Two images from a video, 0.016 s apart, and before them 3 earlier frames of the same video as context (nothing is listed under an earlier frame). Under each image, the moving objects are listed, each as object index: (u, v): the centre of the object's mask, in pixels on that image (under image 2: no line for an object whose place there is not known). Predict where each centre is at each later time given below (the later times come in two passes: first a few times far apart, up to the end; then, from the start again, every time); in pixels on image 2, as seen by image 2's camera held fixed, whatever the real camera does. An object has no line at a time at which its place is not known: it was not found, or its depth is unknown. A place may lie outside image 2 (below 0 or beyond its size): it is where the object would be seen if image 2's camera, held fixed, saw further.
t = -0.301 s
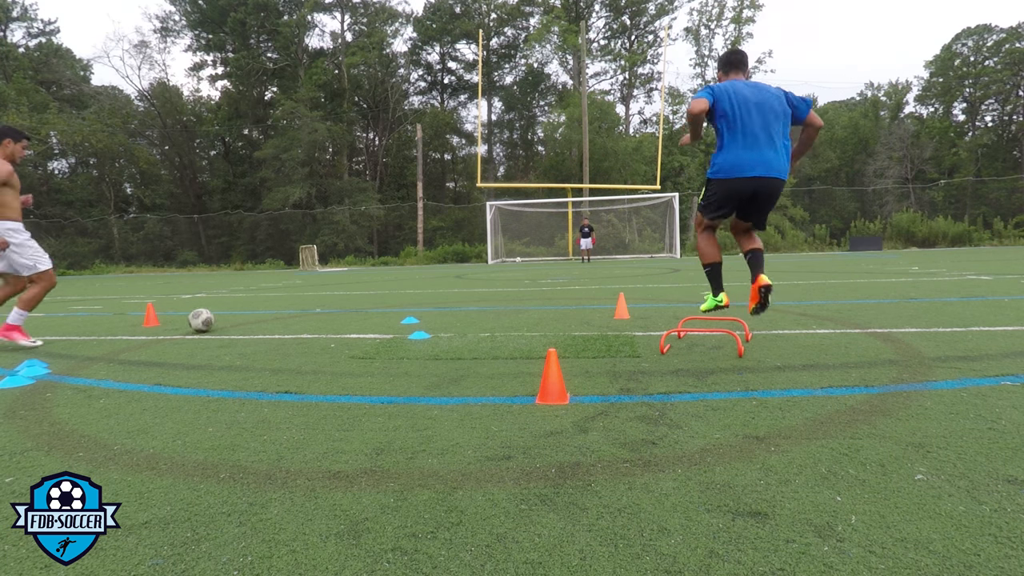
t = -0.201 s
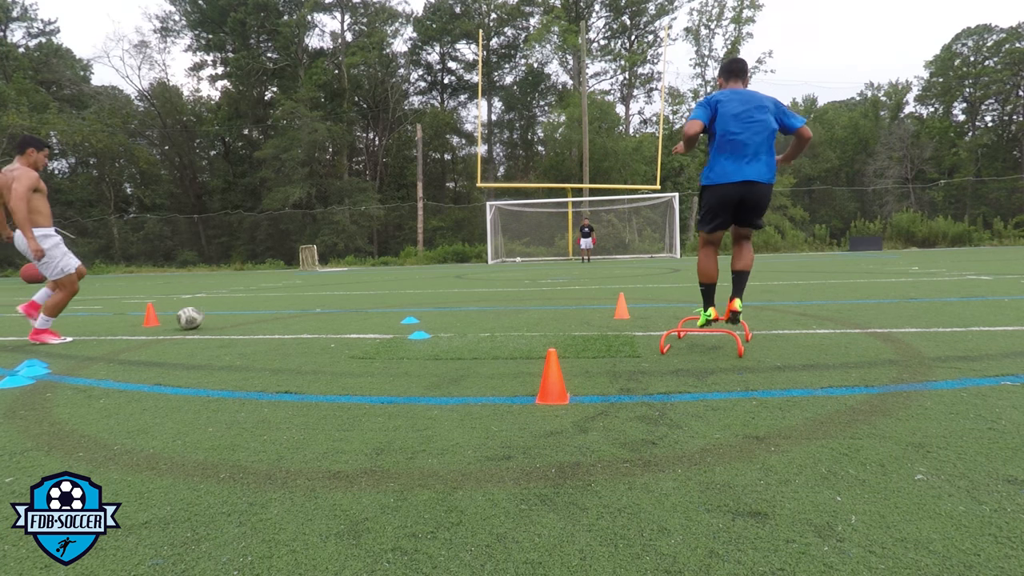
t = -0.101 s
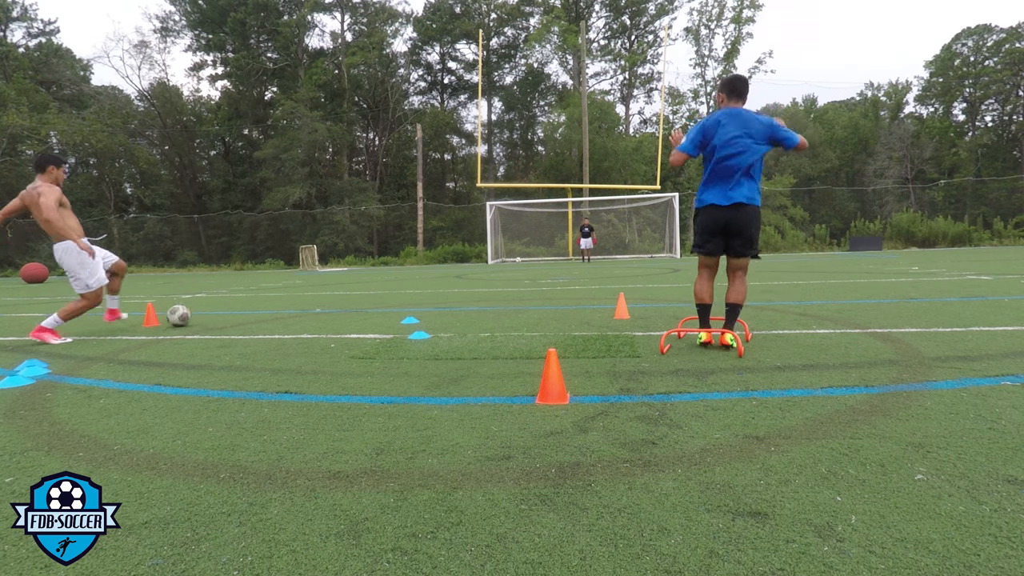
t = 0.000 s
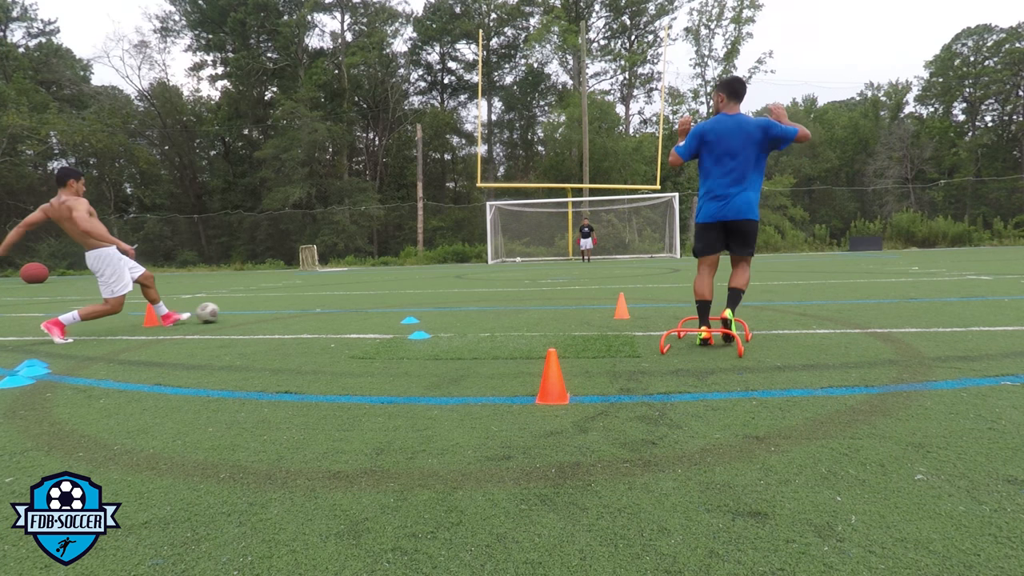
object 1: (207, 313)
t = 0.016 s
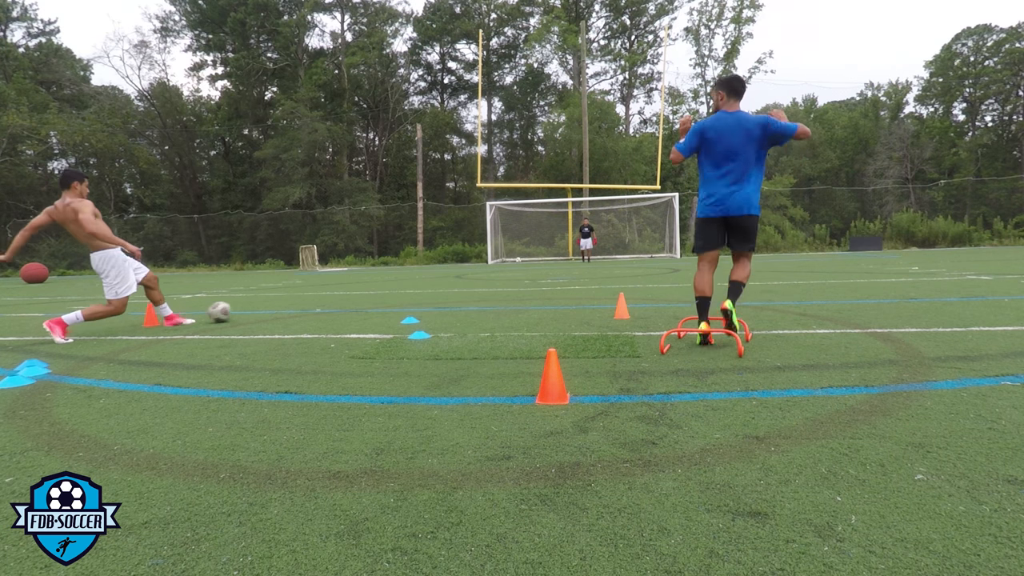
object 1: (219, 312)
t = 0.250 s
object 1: (364, 304)
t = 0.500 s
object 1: (467, 296)
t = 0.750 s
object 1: (542, 293)
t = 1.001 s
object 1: (607, 288)
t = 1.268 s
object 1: (667, 283)
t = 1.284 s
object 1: (670, 283)
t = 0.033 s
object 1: (231, 311)
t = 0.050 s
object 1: (243, 311)
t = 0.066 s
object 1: (255, 310)
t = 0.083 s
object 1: (266, 309)
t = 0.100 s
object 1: (277, 308)
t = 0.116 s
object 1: (288, 308)
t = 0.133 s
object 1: (299, 308)
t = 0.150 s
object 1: (309, 307)
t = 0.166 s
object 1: (319, 306)
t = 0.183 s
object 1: (328, 306)
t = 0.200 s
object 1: (338, 306)
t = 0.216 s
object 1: (347, 305)
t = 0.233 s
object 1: (356, 304)
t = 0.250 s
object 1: (364, 304)
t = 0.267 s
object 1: (372, 303)
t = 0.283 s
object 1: (381, 302)
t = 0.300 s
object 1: (389, 302)
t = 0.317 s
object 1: (396, 301)
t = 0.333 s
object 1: (404, 301)
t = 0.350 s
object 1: (411, 300)
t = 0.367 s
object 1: (418, 300)
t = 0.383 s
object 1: (425, 300)
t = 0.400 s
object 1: (432, 299)
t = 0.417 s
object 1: (438, 298)
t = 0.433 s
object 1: (444, 297)
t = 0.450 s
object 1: (450, 297)
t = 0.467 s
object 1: (456, 296)
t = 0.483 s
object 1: (461, 296)
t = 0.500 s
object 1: (467, 296)
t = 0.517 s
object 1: (473, 297)
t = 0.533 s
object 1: (479, 296)
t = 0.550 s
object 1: (484, 296)
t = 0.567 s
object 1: (489, 295)
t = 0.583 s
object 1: (494, 295)
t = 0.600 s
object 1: (499, 294)
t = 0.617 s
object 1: (504, 294)
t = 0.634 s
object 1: (509, 294)
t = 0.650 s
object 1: (514, 294)
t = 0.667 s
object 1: (518, 294)
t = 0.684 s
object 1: (523, 293)
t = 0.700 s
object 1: (528, 293)
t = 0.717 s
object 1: (533, 293)
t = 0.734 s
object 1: (538, 293)
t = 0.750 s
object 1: (542, 293)
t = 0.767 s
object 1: (547, 292)
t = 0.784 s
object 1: (551, 291)
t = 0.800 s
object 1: (556, 291)
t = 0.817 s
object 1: (561, 290)
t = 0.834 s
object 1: (565, 290)
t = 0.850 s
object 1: (569, 290)
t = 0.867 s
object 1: (573, 290)
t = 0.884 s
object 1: (578, 289)
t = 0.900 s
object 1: (582, 288)
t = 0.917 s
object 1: (586, 288)
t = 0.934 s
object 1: (590, 288)
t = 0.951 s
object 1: (594, 288)
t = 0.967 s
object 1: (599, 288)
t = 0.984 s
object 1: (603, 288)
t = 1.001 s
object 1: (607, 288)
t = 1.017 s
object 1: (611, 287)
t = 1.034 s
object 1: (614, 287)
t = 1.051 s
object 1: (619, 286)
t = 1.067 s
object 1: (622, 287)
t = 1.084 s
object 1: (626, 286)
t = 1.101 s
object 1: (630, 286)
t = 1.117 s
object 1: (633, 286)
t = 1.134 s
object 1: (638, 286)
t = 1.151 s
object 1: (641, 285)
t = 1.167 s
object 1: (645, 285)
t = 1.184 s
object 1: (649, 284)
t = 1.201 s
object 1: (653, 284)
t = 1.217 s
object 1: (656, 284)
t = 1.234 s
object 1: (659, 284)
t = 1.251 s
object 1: (664, 284)
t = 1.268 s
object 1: (667, 283)
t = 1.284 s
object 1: (670, 283)
